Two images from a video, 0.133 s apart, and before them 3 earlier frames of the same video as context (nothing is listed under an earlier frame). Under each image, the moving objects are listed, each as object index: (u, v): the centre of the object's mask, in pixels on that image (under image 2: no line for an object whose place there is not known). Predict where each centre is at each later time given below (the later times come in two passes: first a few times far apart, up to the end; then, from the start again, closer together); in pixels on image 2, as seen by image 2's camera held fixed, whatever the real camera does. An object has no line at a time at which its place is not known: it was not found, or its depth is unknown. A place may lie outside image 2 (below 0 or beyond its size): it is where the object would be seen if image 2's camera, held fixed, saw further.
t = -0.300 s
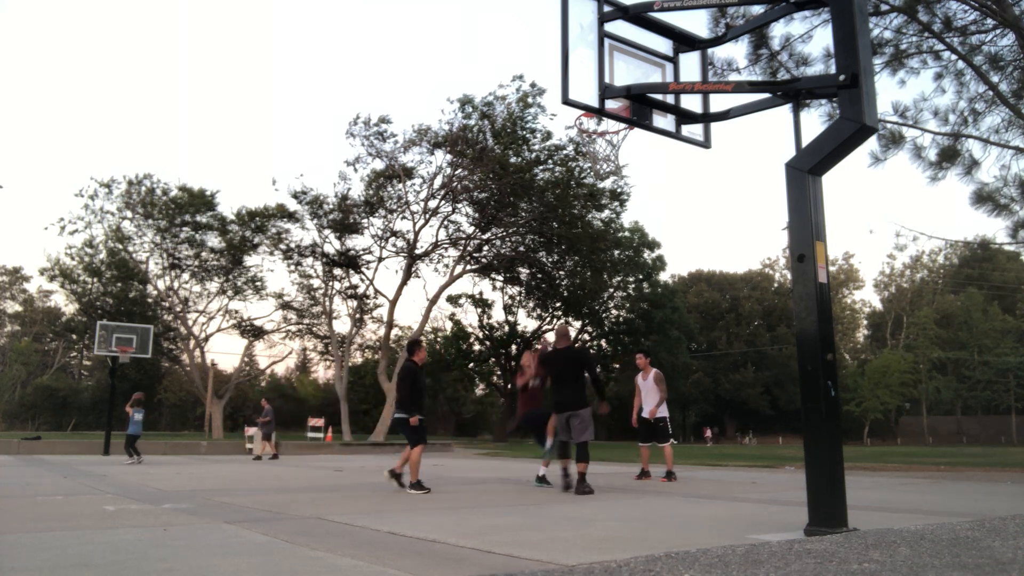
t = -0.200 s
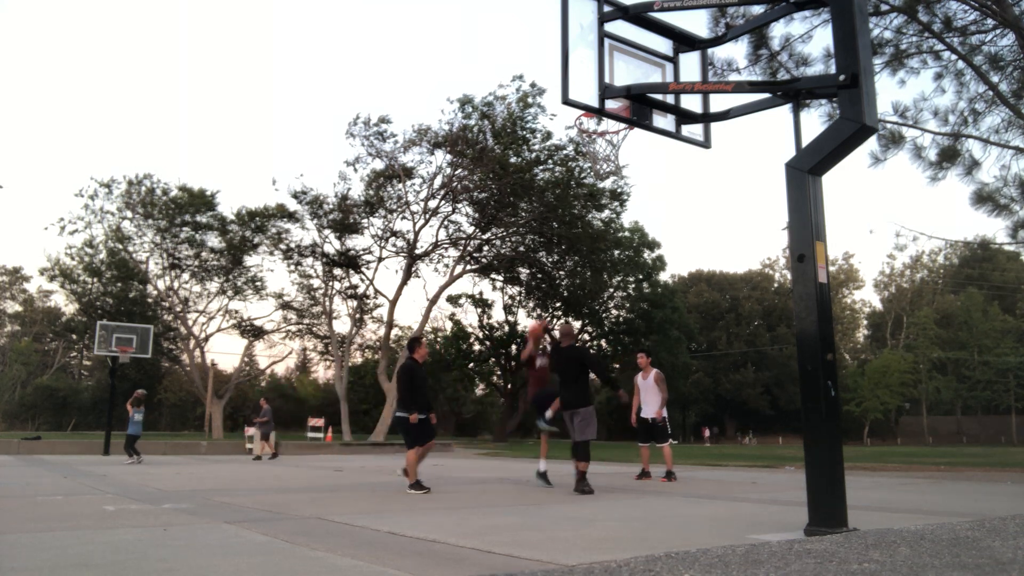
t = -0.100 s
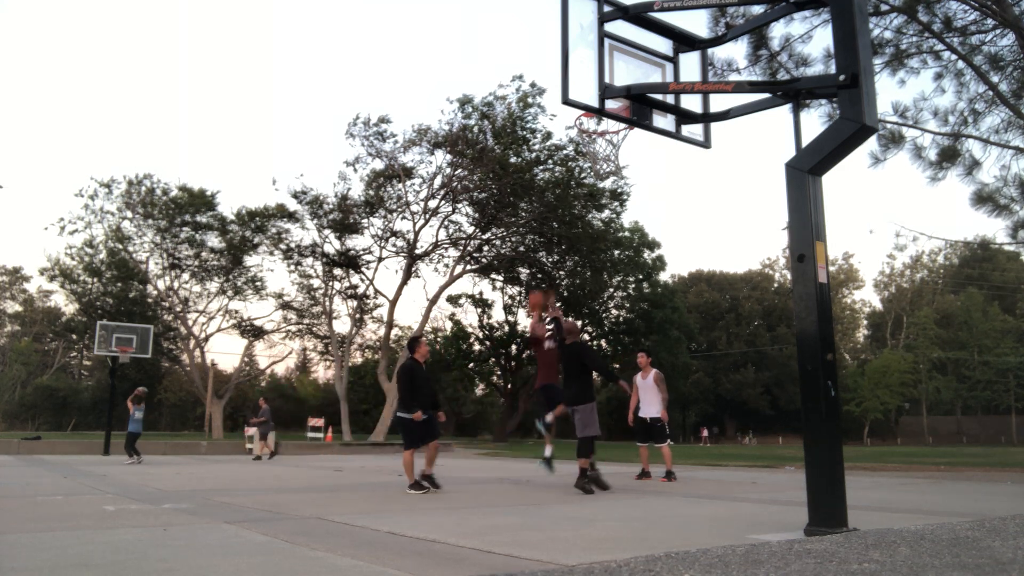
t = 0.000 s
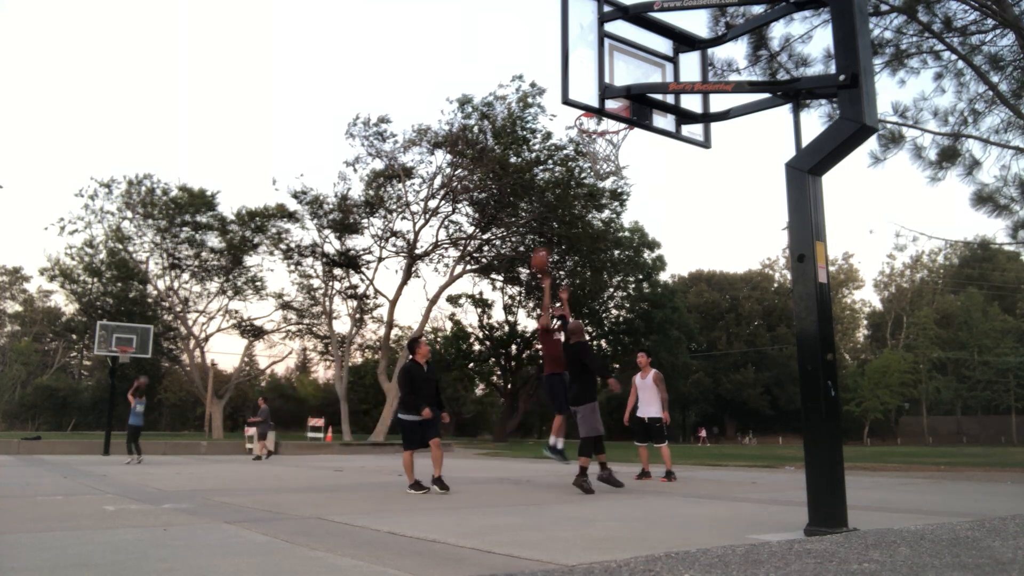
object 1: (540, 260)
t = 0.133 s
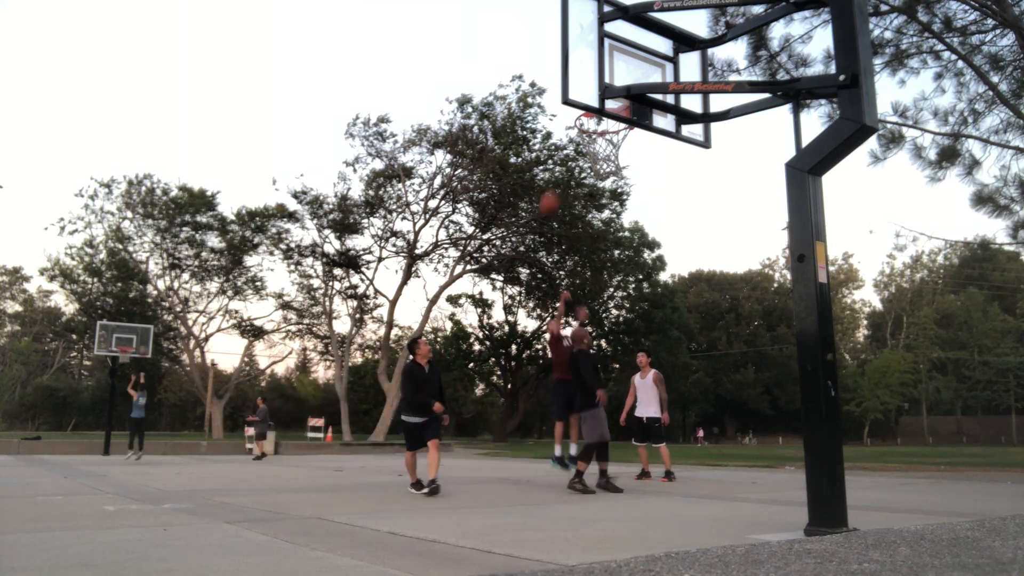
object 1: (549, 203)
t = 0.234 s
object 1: (556, 168)
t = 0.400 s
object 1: (568, 122)
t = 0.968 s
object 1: (589, 149)
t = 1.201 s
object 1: (587, 153)
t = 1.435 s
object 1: (605, 183)
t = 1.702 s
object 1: (627, 289)
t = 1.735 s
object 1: (630, 312)
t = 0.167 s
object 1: (551, 190)
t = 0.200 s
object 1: (554, 179)
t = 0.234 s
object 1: (556, 168)
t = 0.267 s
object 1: (559, 157)
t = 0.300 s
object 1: (561, 148)
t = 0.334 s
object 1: (563, 139)
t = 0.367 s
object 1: (566, 130)
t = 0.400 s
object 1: (568, 122)
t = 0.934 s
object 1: (598, 140)
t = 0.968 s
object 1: (589, 149)
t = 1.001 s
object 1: (584, 152)
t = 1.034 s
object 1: (581, 152)
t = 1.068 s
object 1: (581, 151)
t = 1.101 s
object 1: (581, 151)
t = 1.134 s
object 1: (583, 151)
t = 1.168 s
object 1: (585, 152)
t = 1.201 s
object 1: (587, 153)
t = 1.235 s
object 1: (590, 154)
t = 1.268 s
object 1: (594, 156)
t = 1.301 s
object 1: (596, 160)
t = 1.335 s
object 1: (598, 164)
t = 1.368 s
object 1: (601, 169)
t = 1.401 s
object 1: (603, 177)
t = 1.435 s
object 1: (605, 183)
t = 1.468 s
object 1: (608, 192)
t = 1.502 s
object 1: (610, 201)
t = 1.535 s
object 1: (613, 214)
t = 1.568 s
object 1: (616, 227)
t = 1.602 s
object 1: (618, 240)
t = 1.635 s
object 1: (621, 254)
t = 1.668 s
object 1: (624, 271)
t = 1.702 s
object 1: (627, 289)
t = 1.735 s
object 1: (630, 312)
